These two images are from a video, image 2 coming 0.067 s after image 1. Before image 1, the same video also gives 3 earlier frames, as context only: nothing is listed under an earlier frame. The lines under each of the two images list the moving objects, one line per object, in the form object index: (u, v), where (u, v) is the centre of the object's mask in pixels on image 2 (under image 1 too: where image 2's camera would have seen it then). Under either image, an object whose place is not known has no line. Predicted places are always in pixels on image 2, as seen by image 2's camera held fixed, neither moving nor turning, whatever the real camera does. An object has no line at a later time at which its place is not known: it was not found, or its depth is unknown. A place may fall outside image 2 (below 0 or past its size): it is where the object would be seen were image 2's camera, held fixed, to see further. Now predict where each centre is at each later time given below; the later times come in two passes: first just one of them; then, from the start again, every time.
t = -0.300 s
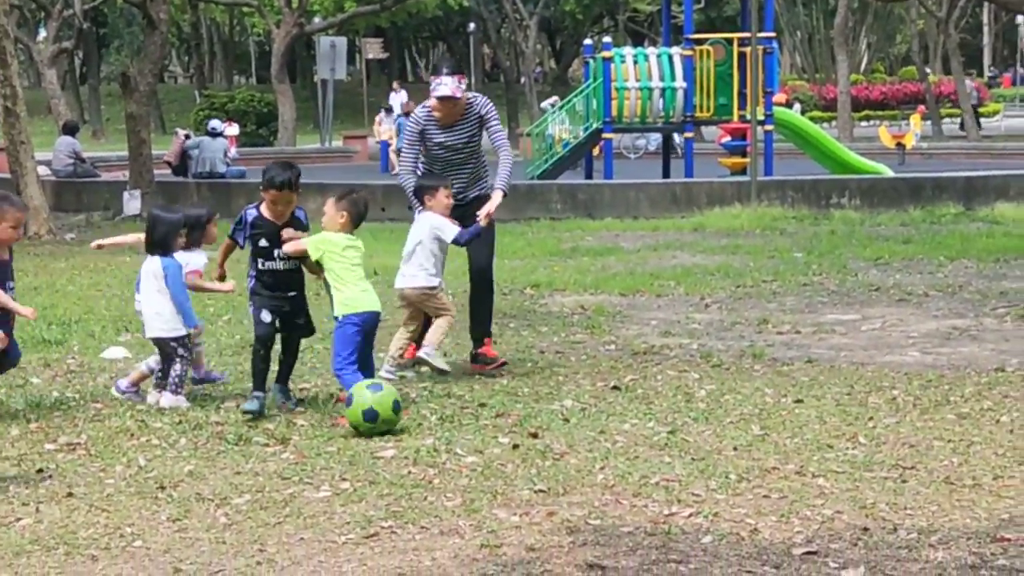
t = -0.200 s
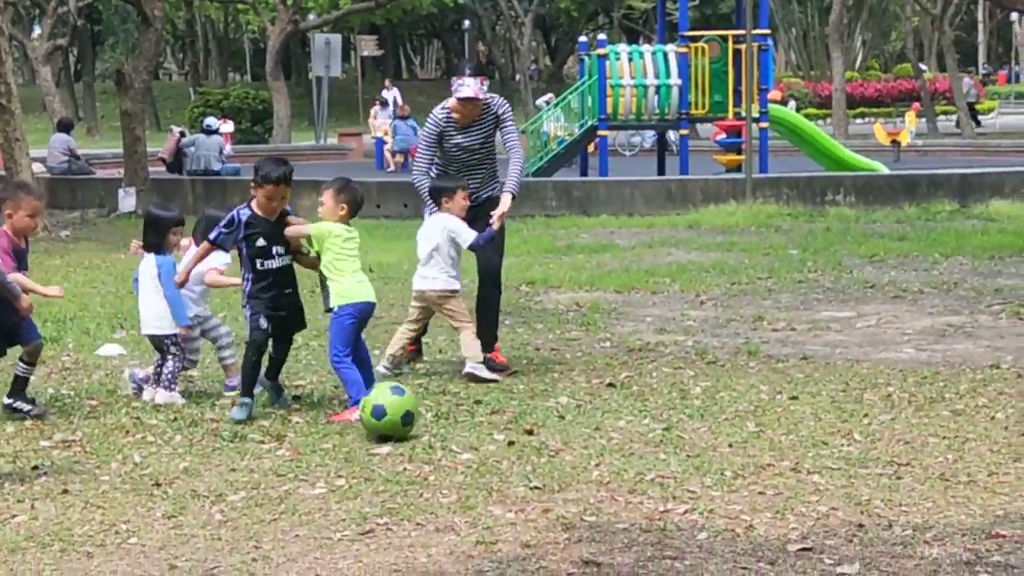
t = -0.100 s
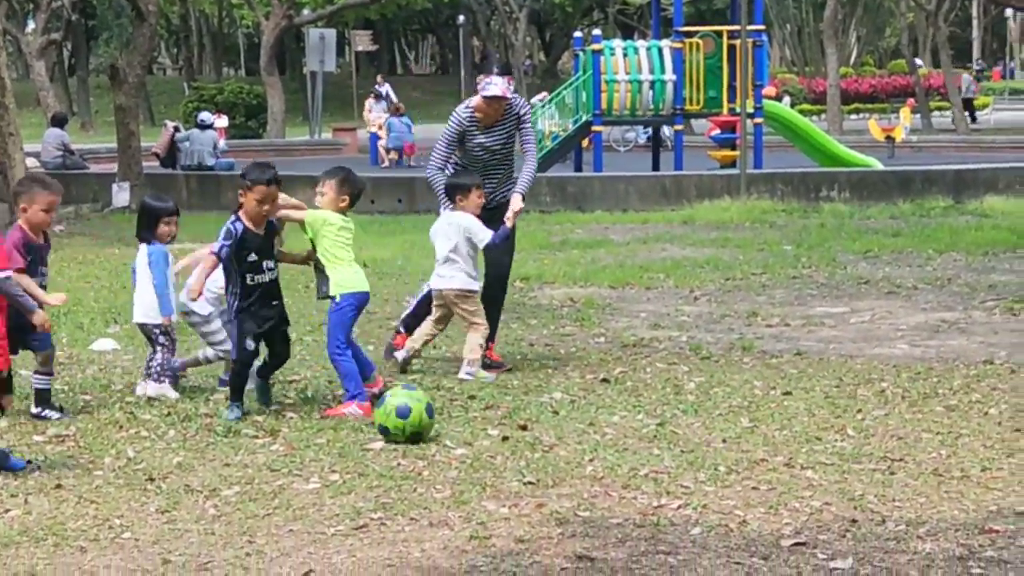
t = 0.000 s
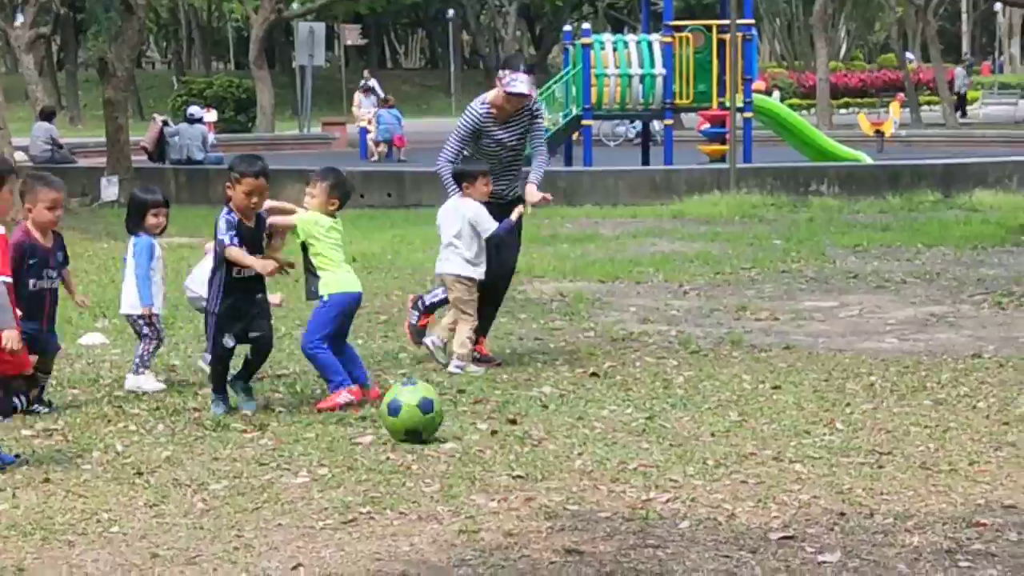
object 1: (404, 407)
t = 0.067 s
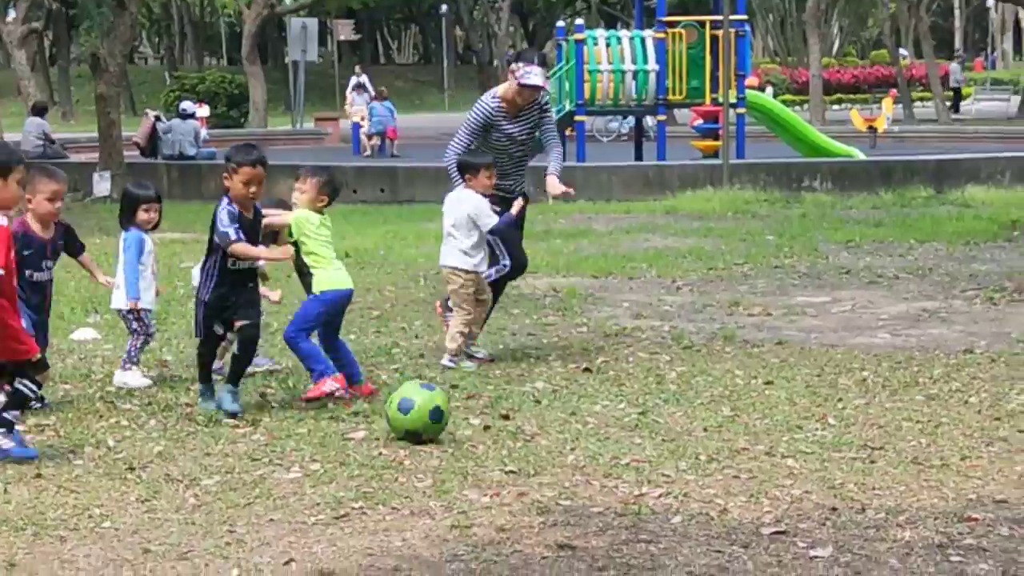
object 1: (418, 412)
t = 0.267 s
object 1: (463, 425)
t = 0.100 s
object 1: (424, 413)
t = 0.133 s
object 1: (431, 416)
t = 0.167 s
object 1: (439, 421)
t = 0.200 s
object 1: (447, 422)
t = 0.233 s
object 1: (455, 425)
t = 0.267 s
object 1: (463, 425)
